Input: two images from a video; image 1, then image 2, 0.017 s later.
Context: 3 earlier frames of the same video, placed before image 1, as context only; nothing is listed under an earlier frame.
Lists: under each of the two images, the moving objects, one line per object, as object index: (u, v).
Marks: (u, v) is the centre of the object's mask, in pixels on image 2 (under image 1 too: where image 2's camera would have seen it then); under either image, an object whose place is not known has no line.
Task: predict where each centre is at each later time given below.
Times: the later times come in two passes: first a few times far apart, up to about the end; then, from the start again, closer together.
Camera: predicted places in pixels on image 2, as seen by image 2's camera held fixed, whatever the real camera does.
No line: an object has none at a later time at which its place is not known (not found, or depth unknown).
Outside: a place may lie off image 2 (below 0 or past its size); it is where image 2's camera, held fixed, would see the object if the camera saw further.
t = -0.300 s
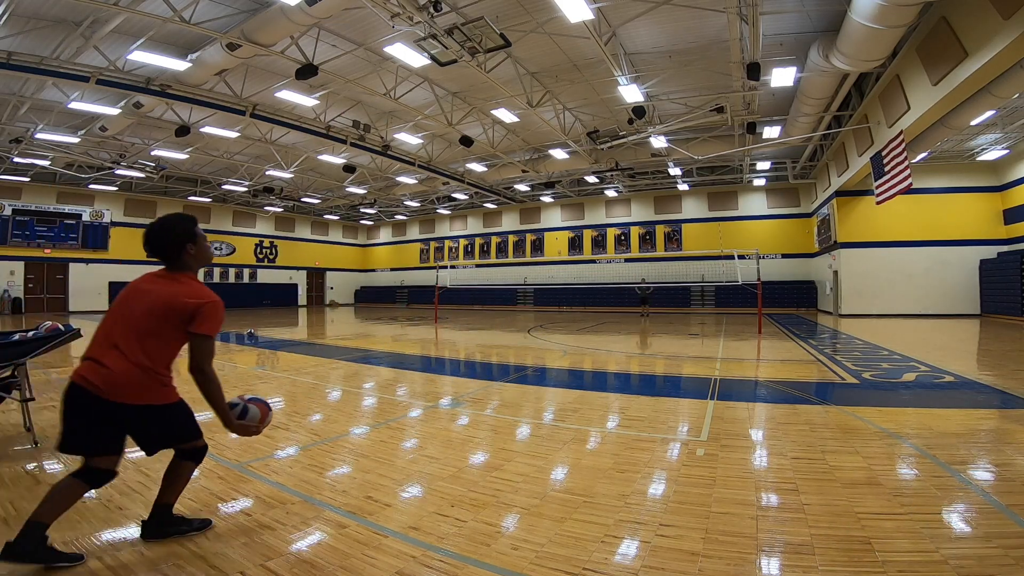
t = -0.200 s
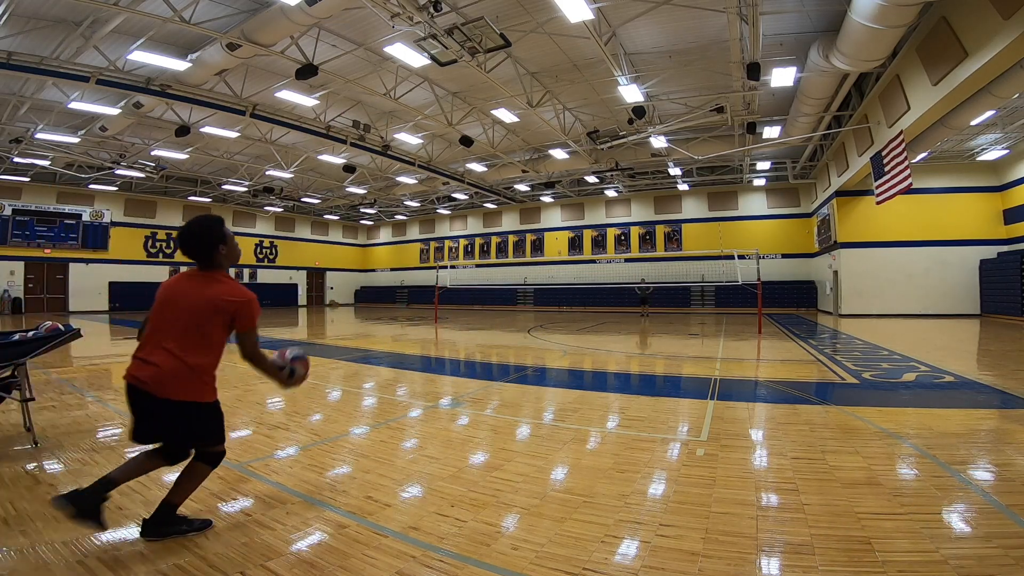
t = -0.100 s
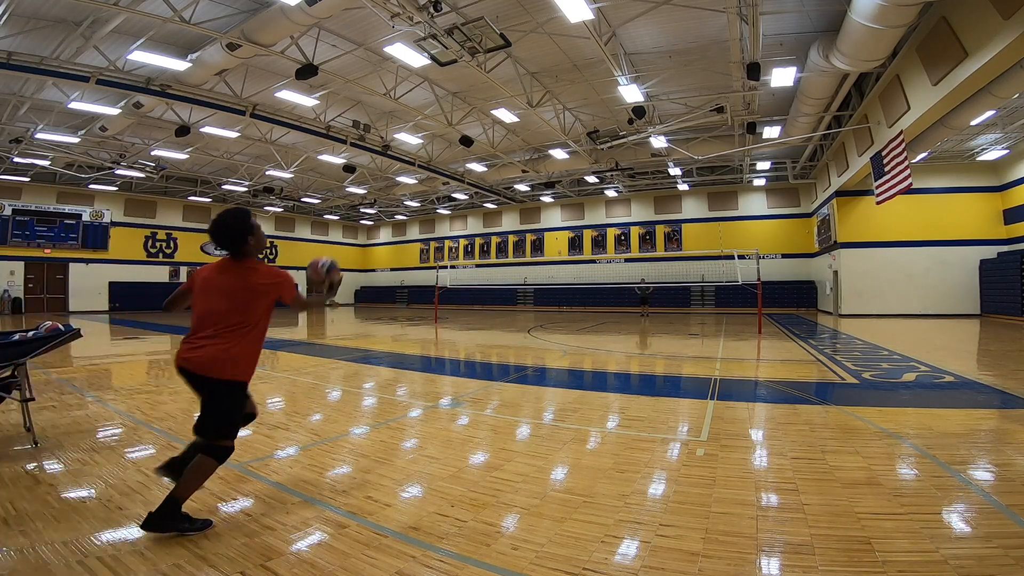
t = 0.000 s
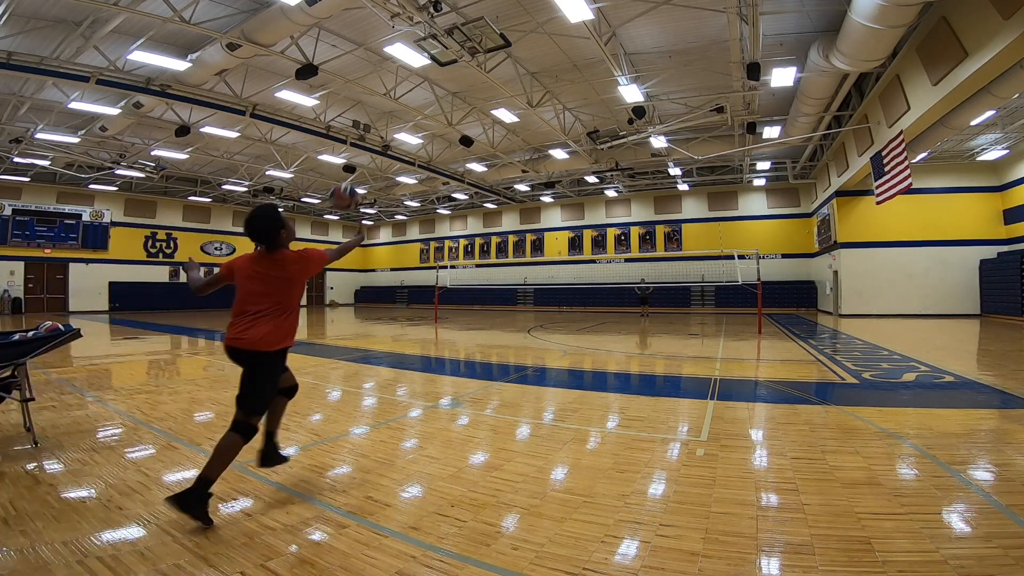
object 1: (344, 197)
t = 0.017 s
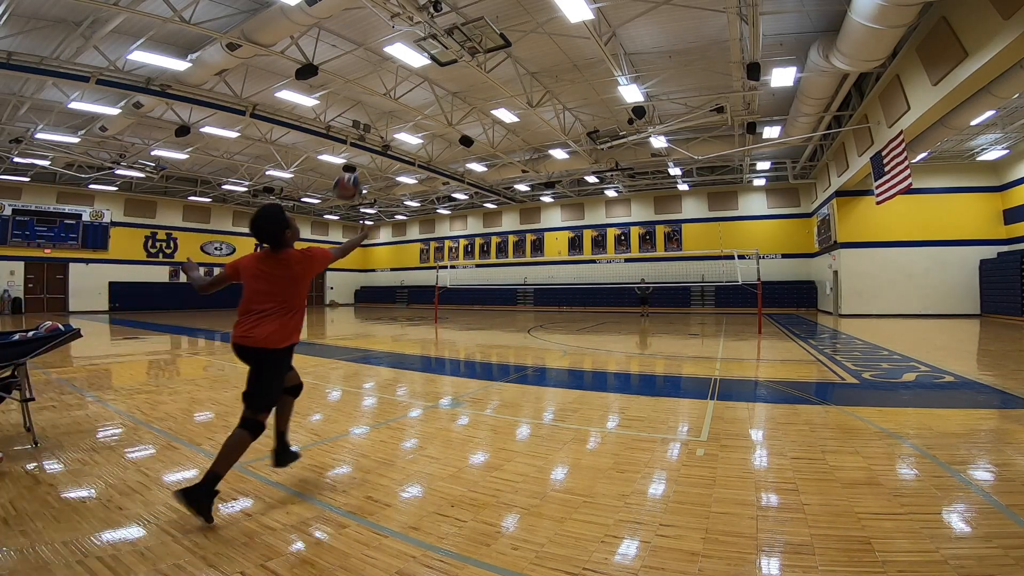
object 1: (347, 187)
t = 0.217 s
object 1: (385, 114)
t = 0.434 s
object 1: (414, 96)
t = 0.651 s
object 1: (433, 116)
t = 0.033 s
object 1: (352, 176)
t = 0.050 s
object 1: (356, 168)
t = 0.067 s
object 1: (357, 162)
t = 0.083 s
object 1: (362, 154)
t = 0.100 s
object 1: (365, 147)
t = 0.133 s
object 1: (372, 135)
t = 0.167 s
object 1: (378, 126)
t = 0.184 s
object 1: (380, 122)
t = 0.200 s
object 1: (383, 118)
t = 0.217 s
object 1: (385, 114)
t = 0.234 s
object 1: (388, 111)
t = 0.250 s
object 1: (390, 109)
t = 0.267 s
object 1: (393, 107)
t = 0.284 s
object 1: (395, 104)
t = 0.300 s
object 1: (397, 103)
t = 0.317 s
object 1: (400, 101)
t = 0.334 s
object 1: (402, 99)
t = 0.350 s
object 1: (404, 99)
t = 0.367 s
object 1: (406, 98)
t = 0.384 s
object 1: (408, 97)
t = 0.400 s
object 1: (410, 97)
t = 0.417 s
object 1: (412, 96)
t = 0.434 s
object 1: (414, 96)
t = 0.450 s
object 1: (416, 97)
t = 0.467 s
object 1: (417, 97)
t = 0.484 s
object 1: (418, 98)
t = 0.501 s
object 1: (420, 99)
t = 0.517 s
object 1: (422, 100)
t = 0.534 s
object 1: (423, 102)
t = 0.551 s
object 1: (425, 103)
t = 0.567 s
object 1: (426, 105)
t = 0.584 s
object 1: (428, 107)
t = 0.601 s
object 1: (430, 109)
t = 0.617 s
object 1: (430, 111)
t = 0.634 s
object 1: (432, 114)
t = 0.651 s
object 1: (433, 116)
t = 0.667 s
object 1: (434, 119)
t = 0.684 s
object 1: (435, 123)
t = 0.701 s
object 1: (438, 126)
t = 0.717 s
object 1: (438, 130)
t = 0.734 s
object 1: (440, 134)
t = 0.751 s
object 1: (441, 137)
